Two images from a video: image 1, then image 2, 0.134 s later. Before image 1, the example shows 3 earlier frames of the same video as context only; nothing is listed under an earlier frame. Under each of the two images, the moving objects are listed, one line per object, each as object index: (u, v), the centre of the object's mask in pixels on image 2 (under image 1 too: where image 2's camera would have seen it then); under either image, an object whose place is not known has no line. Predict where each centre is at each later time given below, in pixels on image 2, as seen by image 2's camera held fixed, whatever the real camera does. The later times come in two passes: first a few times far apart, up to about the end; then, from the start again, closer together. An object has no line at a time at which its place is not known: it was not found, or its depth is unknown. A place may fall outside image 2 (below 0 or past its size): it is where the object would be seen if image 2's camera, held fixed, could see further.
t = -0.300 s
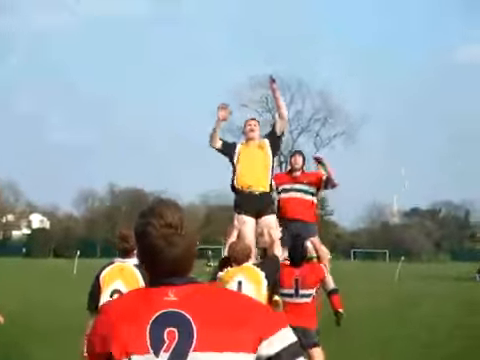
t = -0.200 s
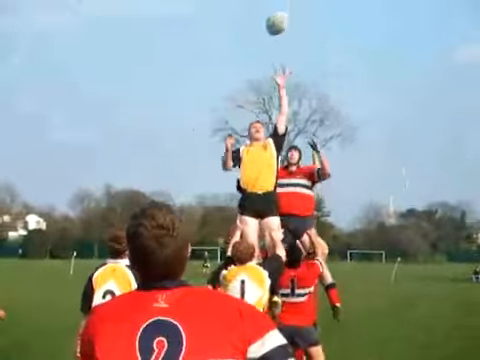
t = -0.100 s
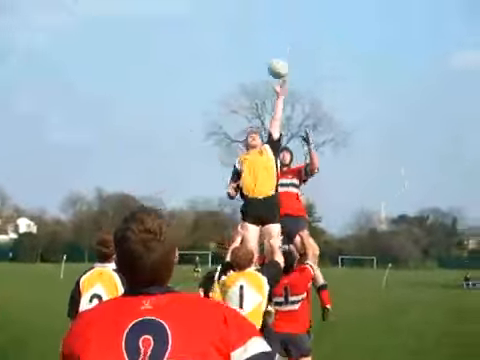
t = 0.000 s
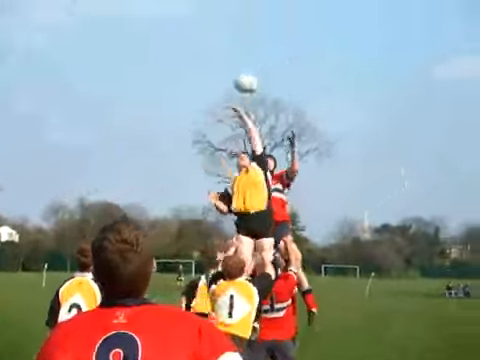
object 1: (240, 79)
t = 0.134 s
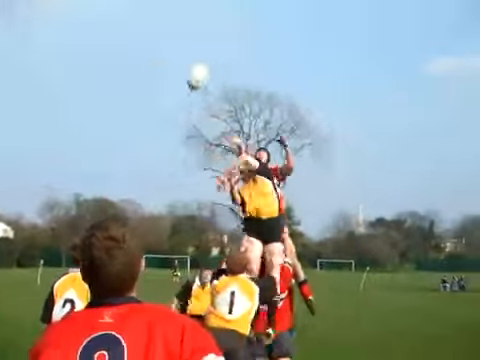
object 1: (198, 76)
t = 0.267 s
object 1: (154, 90)
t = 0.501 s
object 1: (78, 156)
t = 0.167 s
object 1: (186, 79)
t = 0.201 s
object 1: (175, 81)
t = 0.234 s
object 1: (165, 84)
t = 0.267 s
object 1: (154, 90)
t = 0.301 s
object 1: (143, 96)
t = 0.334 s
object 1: (132, 102)
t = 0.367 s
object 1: (121, 112)
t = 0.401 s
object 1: (110, 120)
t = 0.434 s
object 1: (99, 131)
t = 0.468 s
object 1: (89, 143)
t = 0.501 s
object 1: (78, 156)
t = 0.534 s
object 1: (66, 169)
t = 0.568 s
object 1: (54, 184)
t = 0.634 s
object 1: (33, 217)
